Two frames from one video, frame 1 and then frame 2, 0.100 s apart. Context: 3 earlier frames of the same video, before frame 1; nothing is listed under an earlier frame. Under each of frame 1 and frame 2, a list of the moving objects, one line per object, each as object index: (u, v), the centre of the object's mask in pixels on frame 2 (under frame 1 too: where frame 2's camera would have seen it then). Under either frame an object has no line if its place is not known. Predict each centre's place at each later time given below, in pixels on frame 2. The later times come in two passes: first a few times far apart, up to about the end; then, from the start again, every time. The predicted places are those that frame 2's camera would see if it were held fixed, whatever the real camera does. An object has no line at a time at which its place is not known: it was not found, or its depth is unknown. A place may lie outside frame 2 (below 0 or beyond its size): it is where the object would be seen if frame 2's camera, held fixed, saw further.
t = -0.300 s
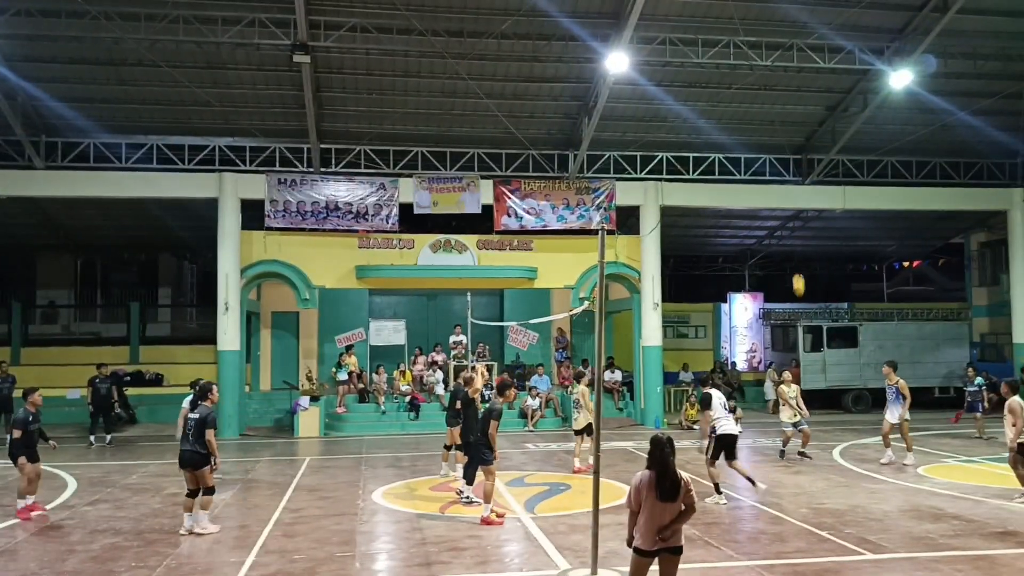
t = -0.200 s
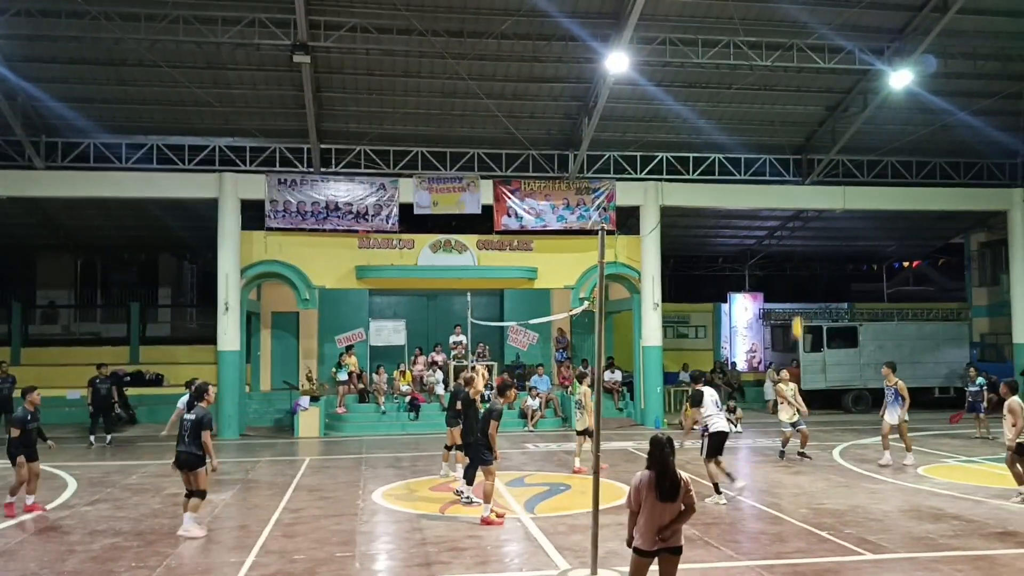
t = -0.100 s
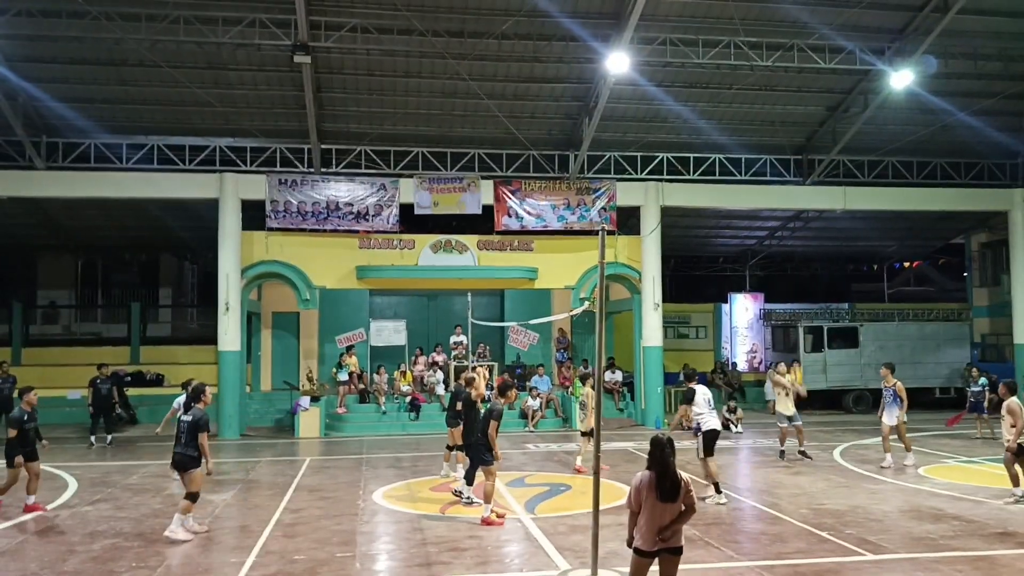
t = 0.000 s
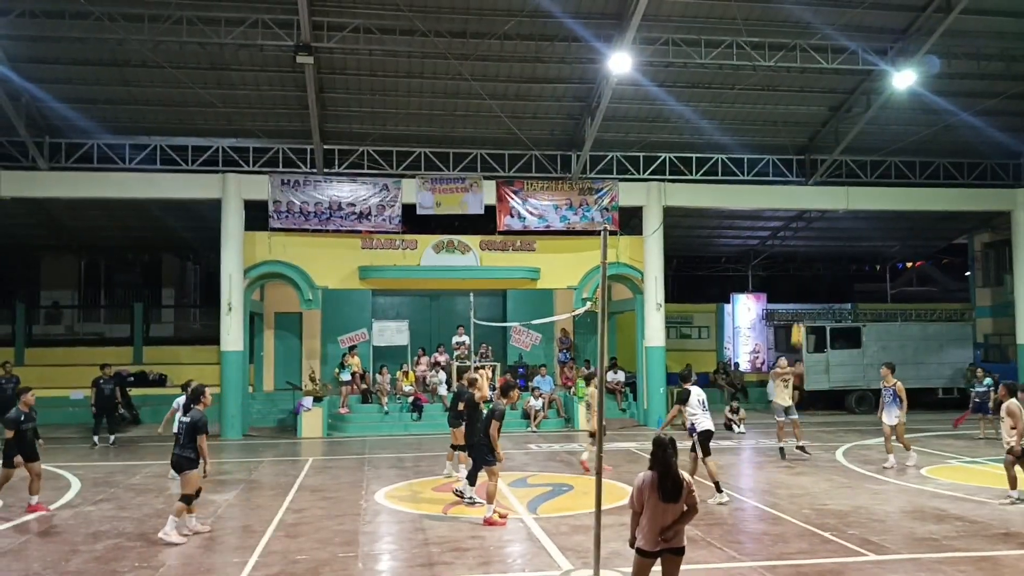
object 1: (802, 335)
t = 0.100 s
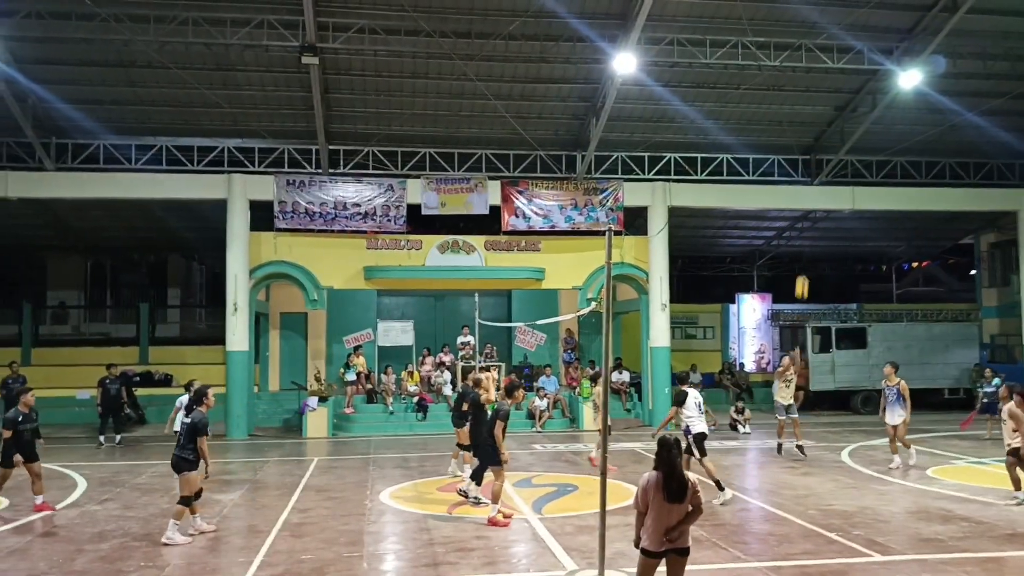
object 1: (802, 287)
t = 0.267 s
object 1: (799, 220)
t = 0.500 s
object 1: (796, 147)
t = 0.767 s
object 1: (791, 102)
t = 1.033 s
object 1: (786, 101)
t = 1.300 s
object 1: (782, 149)
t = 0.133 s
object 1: (801, 273)
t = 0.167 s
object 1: (800, 259)
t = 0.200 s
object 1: (800, 245)
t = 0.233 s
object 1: (800, 232)
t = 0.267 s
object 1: (799, 220)
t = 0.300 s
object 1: (799, 208)
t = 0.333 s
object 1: (798, 196)
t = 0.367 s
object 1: (798, 184)
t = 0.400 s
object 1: (797, 175)
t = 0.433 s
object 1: (797, 165)
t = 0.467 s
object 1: (796, 155)
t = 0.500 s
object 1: (796, 147)
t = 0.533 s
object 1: (795, 139)
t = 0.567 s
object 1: (795, 132)
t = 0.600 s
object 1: (794, 126)
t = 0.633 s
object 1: (794, 120)
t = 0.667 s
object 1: (793, 114)
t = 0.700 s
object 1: (792, 110)
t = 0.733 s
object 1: (791, 105)
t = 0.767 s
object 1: (791, 102)
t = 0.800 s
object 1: (790, 100)
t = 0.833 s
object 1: (790, 97)
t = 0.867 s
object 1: (789, 96)
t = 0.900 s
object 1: (789, 95)
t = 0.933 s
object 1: (788, 96)
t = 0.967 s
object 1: (787, 97)
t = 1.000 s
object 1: (786, 98)
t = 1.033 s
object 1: (786, 101)
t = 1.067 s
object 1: (785, 104)
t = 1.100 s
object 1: (785, 108)
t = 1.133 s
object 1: (784, 113)
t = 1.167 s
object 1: (783, 118)
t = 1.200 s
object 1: (783, 125)
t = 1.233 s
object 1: (783, 133)
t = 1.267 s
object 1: (782, 141)
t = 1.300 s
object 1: (782, 149)
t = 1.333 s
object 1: (781, 159)
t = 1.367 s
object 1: (781, 171)
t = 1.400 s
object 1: (781, 181)
